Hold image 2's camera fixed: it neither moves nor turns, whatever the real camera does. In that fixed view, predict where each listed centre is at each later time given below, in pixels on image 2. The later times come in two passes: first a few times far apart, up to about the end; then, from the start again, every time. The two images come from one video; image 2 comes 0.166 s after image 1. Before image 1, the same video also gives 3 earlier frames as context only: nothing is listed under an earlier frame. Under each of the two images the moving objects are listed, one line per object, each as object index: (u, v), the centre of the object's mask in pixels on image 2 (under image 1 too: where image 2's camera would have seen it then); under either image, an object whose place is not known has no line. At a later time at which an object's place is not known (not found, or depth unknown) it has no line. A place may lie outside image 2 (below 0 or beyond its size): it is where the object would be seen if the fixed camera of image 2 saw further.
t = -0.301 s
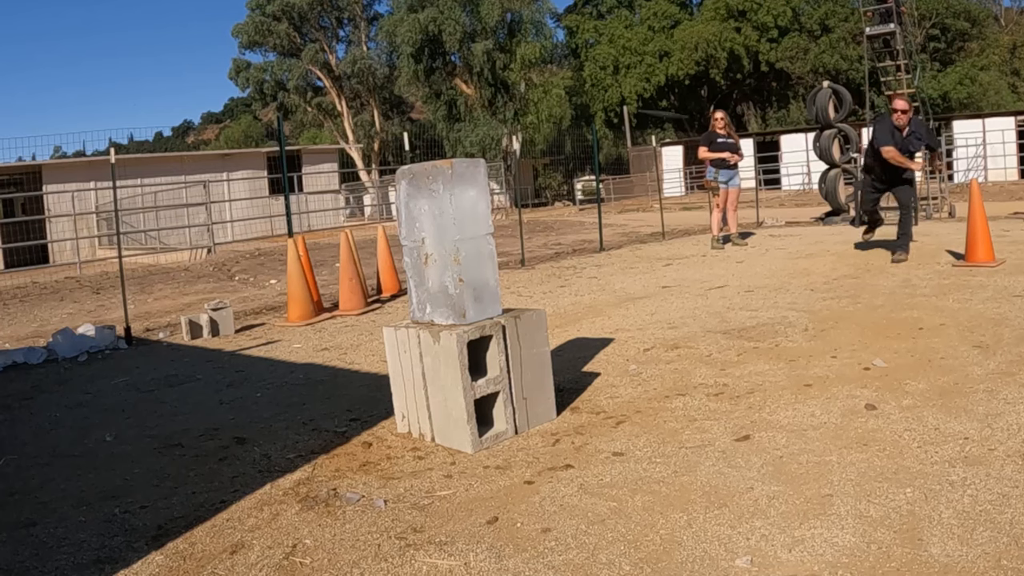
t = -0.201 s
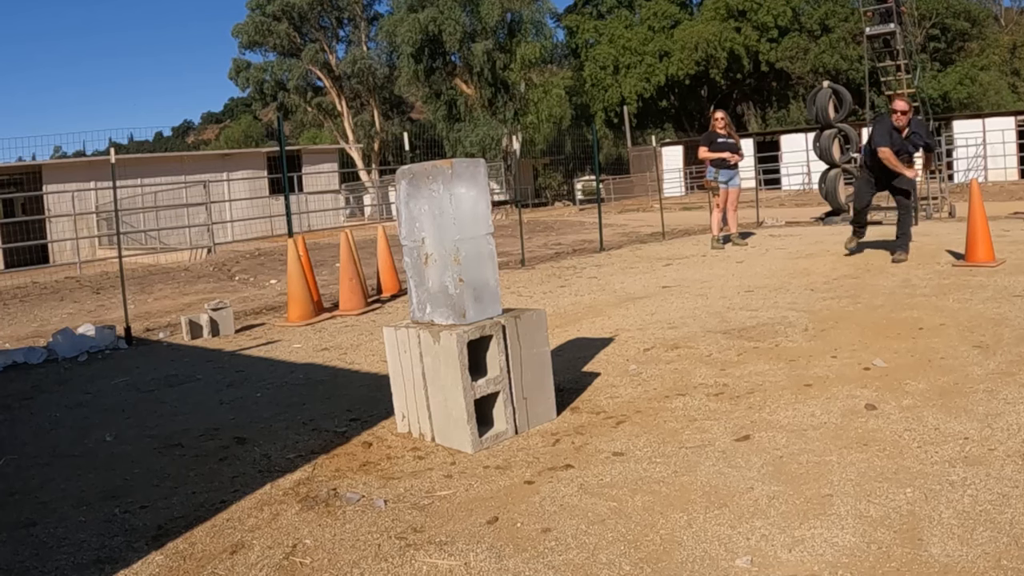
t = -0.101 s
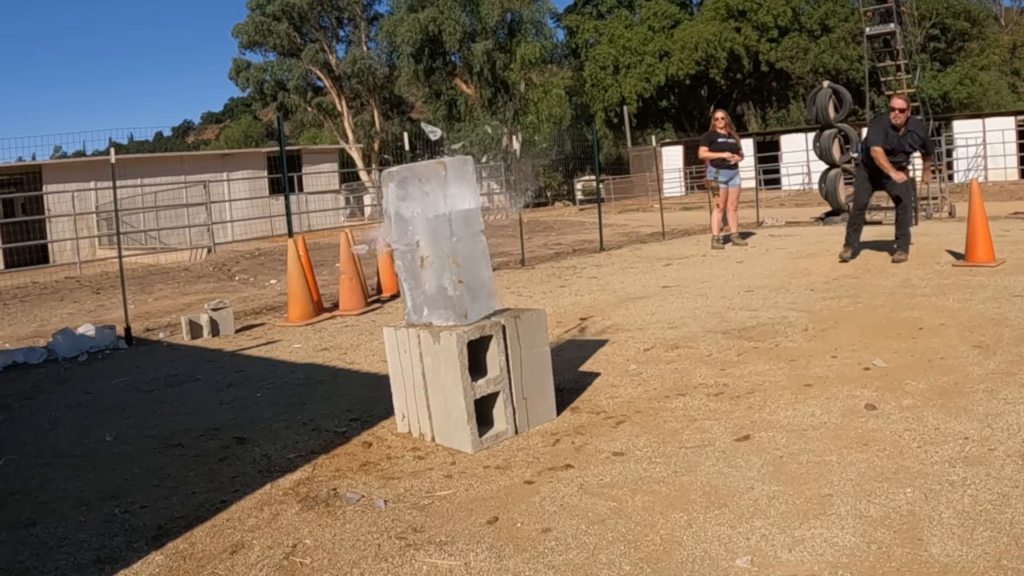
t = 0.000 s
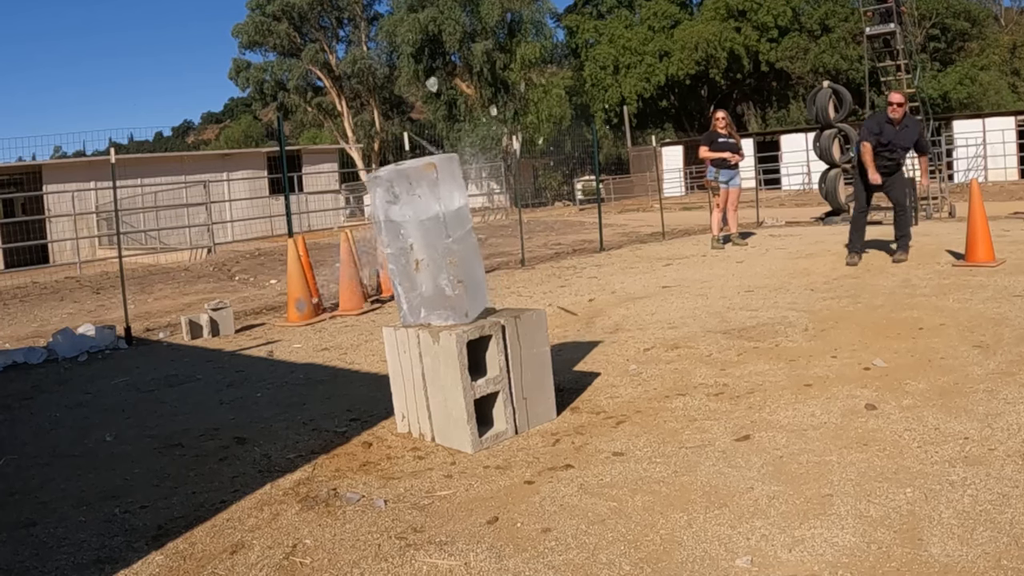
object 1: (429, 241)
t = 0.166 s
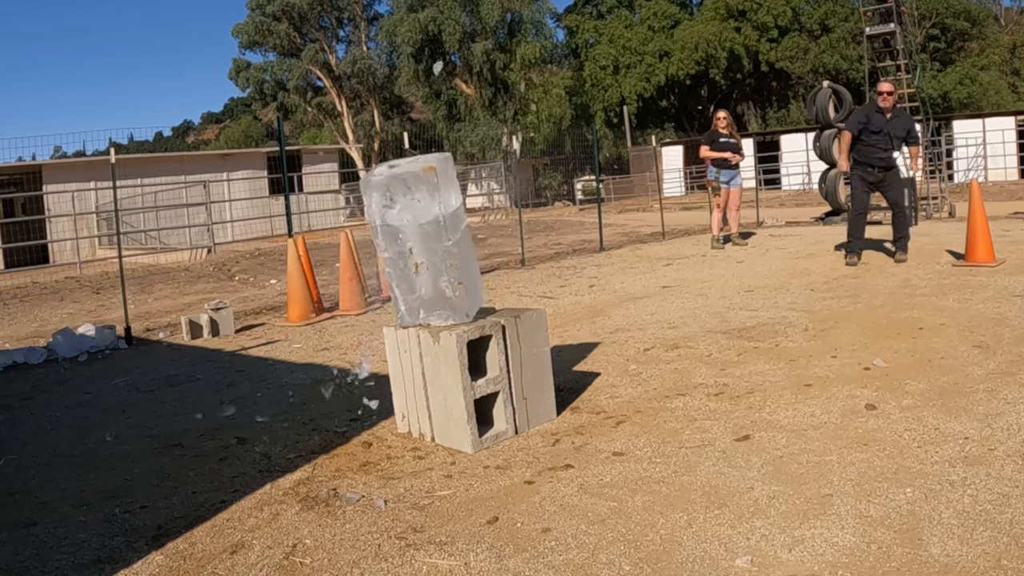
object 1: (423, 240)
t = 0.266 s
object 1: (422, 240)
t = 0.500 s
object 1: (416, 241)
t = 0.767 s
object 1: (396, 274)
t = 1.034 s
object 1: (390, 387)
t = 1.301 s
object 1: (377, 395)
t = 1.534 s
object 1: (378, 399)
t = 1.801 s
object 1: (379, 399)
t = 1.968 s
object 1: (378, 399)
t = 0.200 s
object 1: (423, 240)
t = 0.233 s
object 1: (423, 240)
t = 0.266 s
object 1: (422, 240)
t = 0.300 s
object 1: (421, 240)
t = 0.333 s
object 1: (421, 240)
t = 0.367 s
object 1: (420, 240)
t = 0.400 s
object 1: (419, 240)
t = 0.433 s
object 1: (418, 240)
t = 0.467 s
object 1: (418, 241)
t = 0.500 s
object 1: (416, 241)
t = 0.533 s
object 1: (415, 242)
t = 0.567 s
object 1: (413, 243)
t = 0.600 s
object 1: (412, 245)
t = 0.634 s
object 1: (409, 248)
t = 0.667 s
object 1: (406, 251)
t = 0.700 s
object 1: (404, 256)
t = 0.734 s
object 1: (400, 264)
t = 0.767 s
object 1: (396, 274)
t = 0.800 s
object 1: (393, 287)
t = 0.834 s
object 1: (390, 306)
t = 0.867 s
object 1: (390, 325)
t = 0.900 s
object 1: (391, 344)
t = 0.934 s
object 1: (392, 365)
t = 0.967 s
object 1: (392, 387)
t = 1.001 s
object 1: (391, 387)
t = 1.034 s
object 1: (390, 387)
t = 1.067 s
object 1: (390, 387)
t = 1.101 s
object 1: (388, 388)
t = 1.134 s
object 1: (386, 388)
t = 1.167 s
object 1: (384, 389)
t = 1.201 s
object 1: (381, 391)
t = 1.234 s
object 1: (379, 392)
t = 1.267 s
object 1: (377, 393)
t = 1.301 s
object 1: (377, 395)
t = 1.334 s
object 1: (377, 396)
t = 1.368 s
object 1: (377, 397)
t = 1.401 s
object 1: (378, 397)
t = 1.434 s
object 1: (378, 398)
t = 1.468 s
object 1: (378, 399)
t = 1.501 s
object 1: (378, 399)
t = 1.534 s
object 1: (378, 399)
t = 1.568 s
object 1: (379, 399)
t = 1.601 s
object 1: (379, 399)
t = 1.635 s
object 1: (379, 399)
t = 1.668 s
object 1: (379, 399)
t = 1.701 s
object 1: (379, 399)
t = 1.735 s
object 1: (379, 399)
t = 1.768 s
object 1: (379, 399)
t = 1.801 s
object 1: (379, 399)
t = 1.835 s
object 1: (379, 399)
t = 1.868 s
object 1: (379, 399)
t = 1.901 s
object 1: (378, 399)
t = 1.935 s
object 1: (378, 399)
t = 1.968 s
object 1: (378, 399)
